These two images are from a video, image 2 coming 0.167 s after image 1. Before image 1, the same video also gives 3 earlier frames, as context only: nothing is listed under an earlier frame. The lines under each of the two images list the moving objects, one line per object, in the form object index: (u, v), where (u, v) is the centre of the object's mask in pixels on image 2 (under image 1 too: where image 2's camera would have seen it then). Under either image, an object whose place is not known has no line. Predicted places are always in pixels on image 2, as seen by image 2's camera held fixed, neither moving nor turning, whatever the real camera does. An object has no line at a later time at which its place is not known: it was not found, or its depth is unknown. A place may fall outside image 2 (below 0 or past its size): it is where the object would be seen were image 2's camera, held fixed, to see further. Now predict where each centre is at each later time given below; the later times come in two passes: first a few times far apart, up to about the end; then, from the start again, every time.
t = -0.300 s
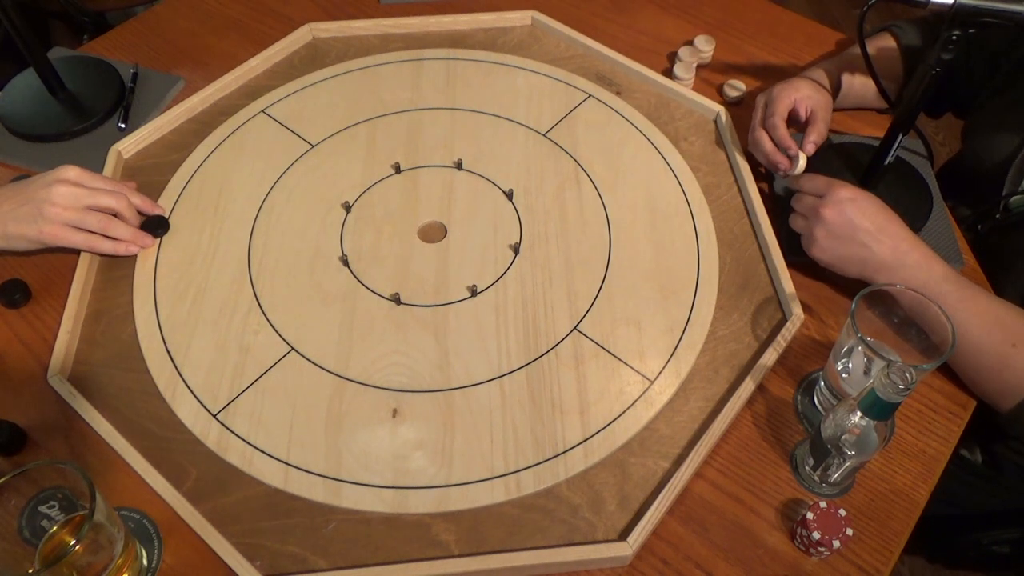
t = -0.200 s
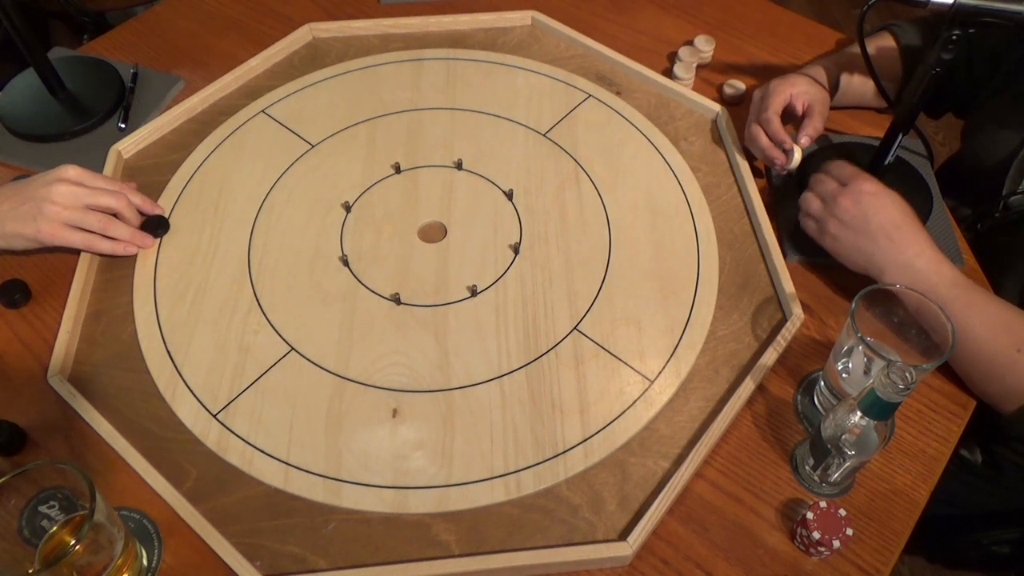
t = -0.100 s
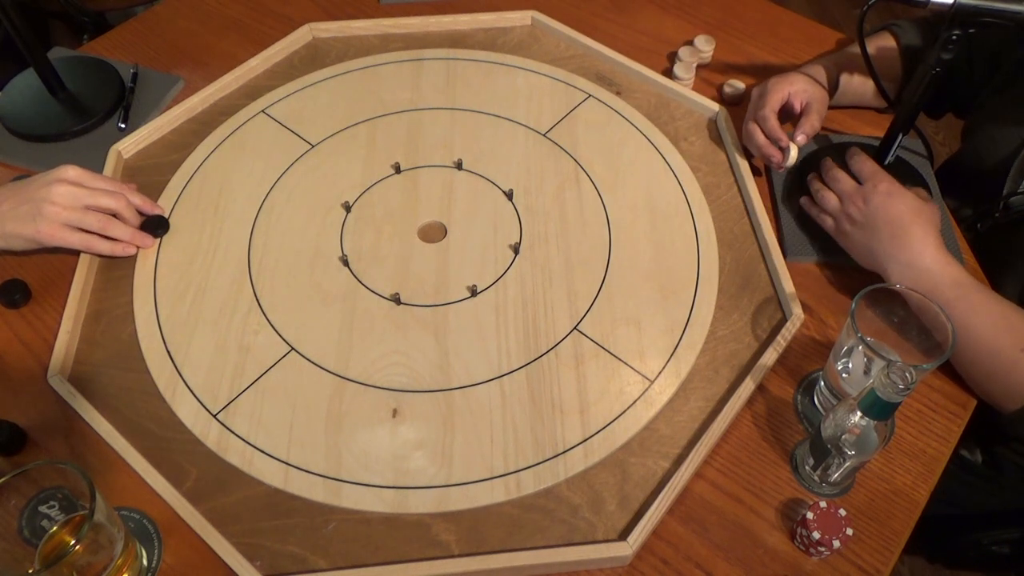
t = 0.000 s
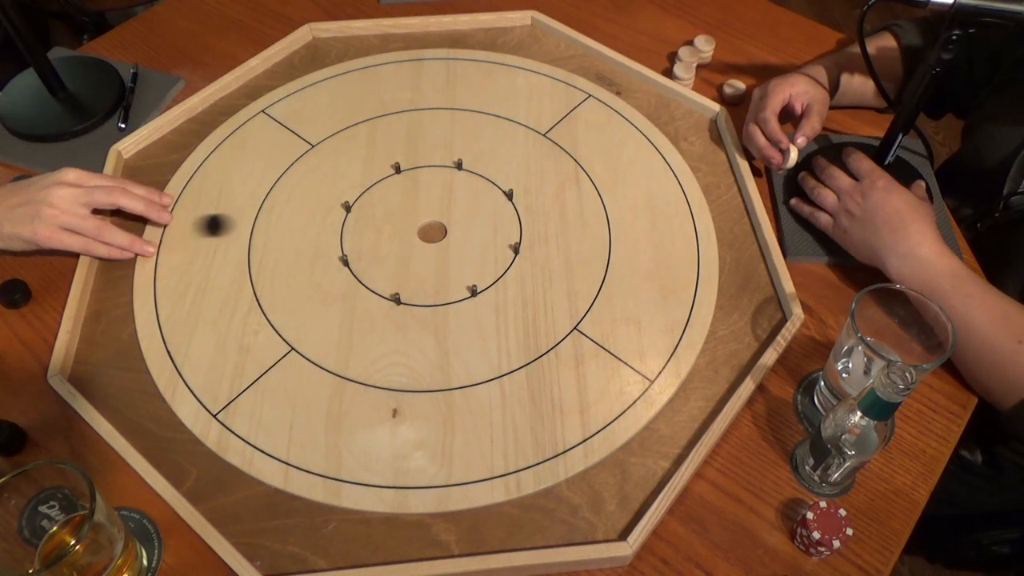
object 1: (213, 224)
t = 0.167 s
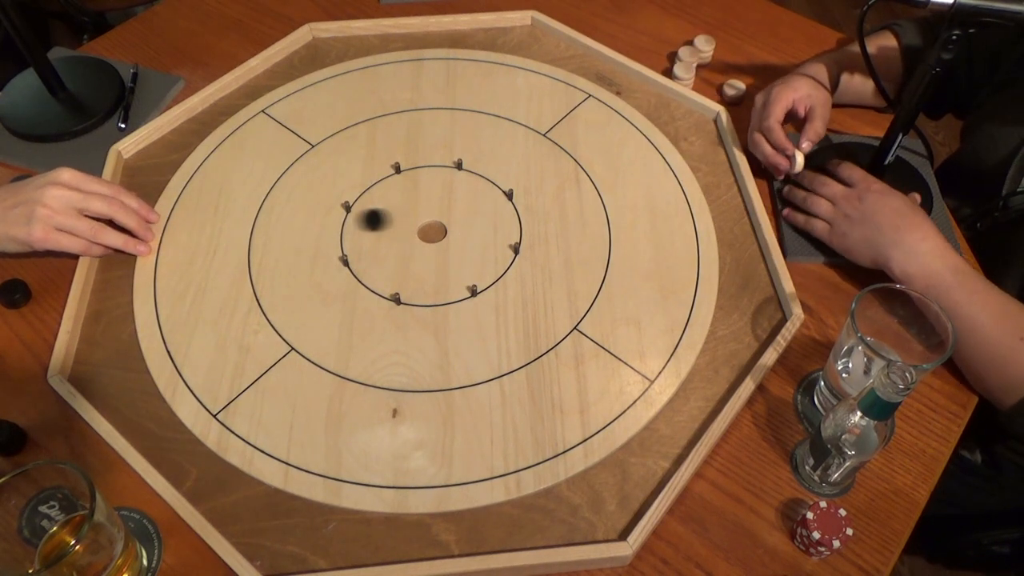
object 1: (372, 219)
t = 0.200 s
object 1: (400, 219)
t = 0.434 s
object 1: (539, 216)
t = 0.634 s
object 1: (575, 216)
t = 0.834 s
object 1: (575, 216)
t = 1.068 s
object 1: (575, 216)
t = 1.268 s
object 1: (574, 216)
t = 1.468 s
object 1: (575, 216)
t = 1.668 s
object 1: (574, 216)
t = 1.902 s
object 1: (575, 216)
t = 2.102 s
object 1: (575, 216)
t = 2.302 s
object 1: (574, 216)
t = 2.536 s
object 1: (574, 216)
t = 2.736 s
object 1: (575, 216)
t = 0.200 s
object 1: (400, 219)
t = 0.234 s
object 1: (424, 218)
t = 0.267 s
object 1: (448, 218)
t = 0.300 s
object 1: (470, 217)
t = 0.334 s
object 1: (490, 217)
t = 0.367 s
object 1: (507, 217)
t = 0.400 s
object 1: (525, 217)
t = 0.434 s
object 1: (539, 216)
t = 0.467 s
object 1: (551, 217)
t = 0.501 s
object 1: (560, 216)
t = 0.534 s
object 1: (567, 216)
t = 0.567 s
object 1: (572, 216)
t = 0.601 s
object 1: (574, 216)
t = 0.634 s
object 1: (575, 216)
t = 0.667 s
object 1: (575, 216)
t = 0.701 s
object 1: (574, 216)
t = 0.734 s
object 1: (575, 216)
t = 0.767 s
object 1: (574, 216)
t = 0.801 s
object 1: (575, 216)
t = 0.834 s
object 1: (575, 216)
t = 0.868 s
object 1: (575, 216)
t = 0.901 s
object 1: (575, 216)
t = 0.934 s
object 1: (575, 216)
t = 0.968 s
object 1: (575, 216)
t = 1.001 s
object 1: (575, 216)
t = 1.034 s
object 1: (575, 216)
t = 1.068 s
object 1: (575, 216)
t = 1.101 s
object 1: (575, 216)
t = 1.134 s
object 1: (575, 216)
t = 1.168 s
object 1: (575, 216)
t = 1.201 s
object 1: (575, 216)
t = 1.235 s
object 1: (574, 216)
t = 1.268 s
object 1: (574, 216)
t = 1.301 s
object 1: (575, 216)
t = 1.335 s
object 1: (575, 216)
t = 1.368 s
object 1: (575, 216)
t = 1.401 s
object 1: (575, 216)
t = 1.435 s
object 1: (574, 216)
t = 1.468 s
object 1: (575, 216)
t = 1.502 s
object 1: (575, 216)
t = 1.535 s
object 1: (575, 216)
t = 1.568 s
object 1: (575, 216)
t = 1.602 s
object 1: (575, 216)
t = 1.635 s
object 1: (575, 216)
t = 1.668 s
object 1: (574, 216)
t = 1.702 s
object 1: (574, 216)
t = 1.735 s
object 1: (575, 216)
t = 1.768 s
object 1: (575, 216)
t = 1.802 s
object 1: (575, 216)
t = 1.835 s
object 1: (575, 216)
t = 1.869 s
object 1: (574, 216)
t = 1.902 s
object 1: (575, 216)
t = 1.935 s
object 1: (574, 216)
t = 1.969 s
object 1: (574, 216)
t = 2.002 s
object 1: (574, 216)
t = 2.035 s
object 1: (574, 216)
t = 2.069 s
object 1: (574, 216)
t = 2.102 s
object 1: (575, 216)
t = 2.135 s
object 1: (575, 216)
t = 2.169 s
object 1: (574, 216)
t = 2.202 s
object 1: (574, 216)
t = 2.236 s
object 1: (574, 216)
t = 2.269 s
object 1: (574, 216)
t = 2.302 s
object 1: (574, 216)
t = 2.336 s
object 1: (575, 216)
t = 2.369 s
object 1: (574, 216)
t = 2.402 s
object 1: (574, 216)
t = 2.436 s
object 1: (574, 216)
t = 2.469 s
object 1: (574, 216)
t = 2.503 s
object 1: (574, 216)
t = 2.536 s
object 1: (574, 216)
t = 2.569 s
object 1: (574, 216)
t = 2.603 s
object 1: (575, 216)
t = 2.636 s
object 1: (575, 216)
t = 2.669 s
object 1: (575, 216)
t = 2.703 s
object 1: (575, 216)
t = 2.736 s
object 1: (575, 216)
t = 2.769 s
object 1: (575, 216)
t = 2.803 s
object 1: (574, 216)
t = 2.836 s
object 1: (574, 216)
